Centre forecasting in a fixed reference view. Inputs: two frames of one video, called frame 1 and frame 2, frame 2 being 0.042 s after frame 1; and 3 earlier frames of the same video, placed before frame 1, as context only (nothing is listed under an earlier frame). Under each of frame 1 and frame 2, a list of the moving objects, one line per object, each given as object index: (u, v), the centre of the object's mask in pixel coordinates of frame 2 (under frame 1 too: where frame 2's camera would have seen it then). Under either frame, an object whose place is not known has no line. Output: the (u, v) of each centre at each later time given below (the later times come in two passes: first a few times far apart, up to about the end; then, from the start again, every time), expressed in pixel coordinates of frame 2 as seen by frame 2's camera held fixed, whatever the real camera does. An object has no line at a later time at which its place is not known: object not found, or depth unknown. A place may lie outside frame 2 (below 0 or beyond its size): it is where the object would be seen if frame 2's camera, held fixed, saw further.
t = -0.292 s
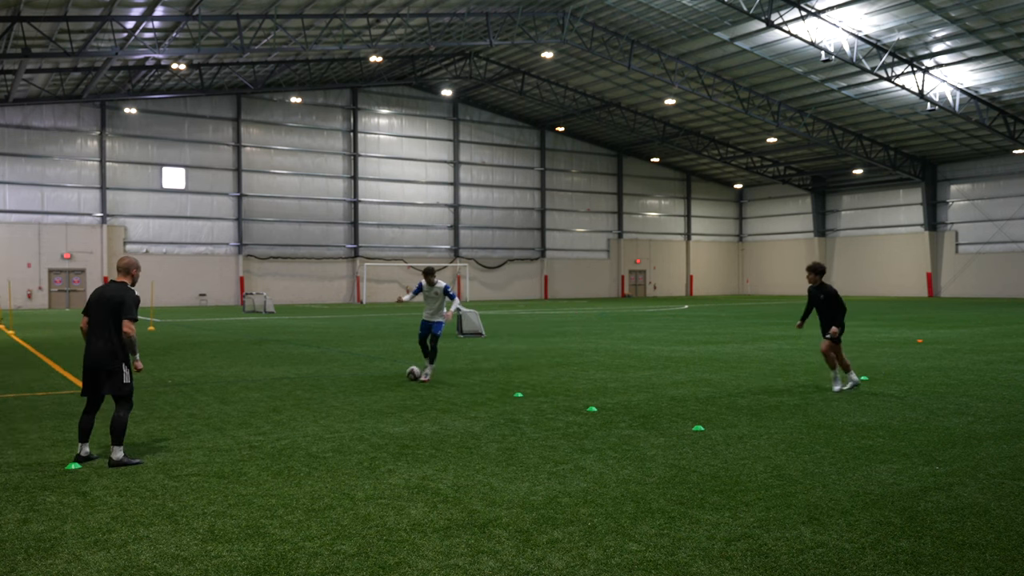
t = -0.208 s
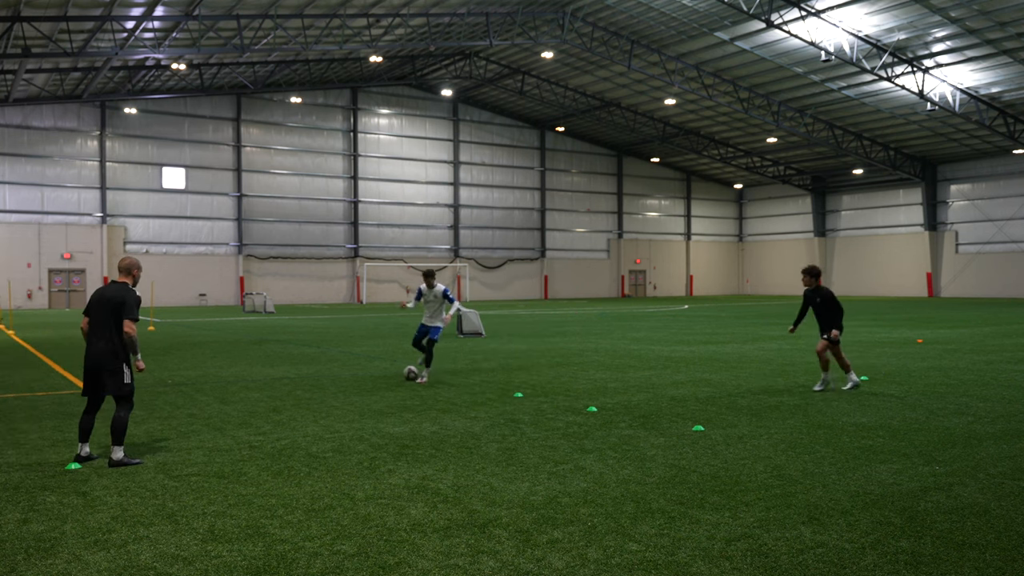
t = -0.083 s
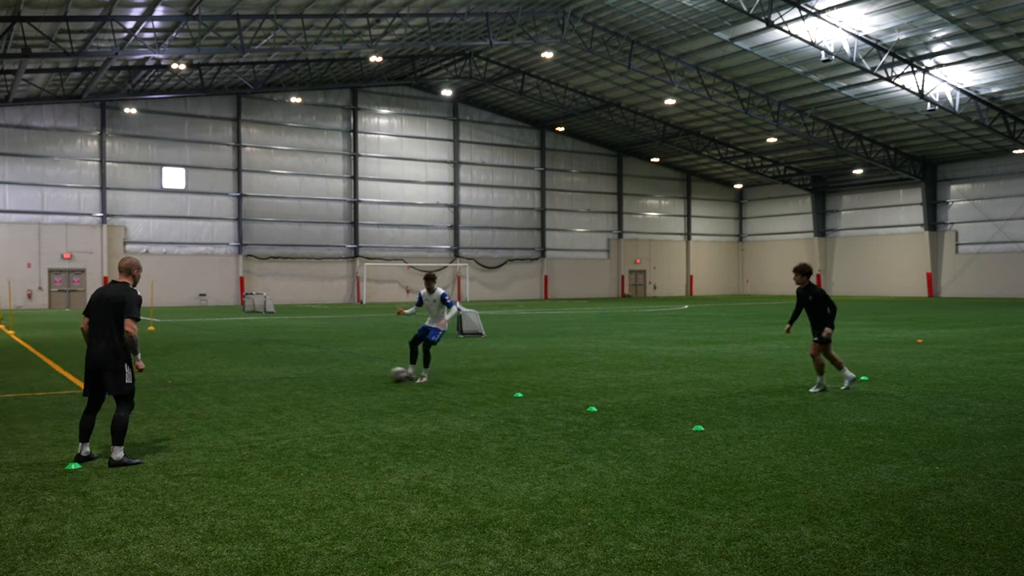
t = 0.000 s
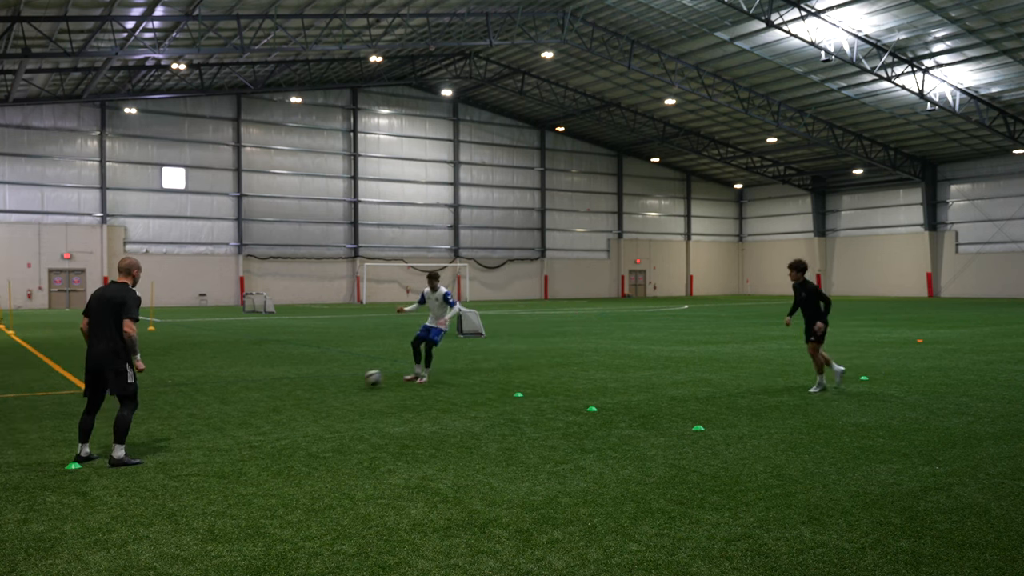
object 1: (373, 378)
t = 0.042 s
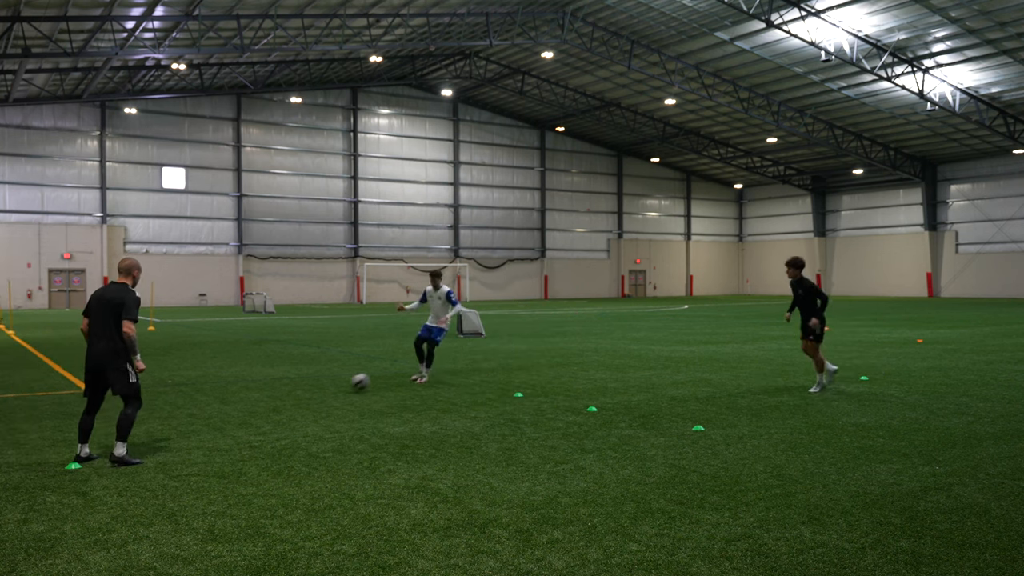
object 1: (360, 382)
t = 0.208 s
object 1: (303, 397)
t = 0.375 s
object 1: (241, 409)
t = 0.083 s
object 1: (347, 386)
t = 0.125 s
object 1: (331, 390)
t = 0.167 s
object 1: (317, 392)
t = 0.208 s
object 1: (303, 397)
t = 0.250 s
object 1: (287, 401)
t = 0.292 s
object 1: (271, 404)
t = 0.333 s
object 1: (256, 405)
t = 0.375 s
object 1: (241, 409)
